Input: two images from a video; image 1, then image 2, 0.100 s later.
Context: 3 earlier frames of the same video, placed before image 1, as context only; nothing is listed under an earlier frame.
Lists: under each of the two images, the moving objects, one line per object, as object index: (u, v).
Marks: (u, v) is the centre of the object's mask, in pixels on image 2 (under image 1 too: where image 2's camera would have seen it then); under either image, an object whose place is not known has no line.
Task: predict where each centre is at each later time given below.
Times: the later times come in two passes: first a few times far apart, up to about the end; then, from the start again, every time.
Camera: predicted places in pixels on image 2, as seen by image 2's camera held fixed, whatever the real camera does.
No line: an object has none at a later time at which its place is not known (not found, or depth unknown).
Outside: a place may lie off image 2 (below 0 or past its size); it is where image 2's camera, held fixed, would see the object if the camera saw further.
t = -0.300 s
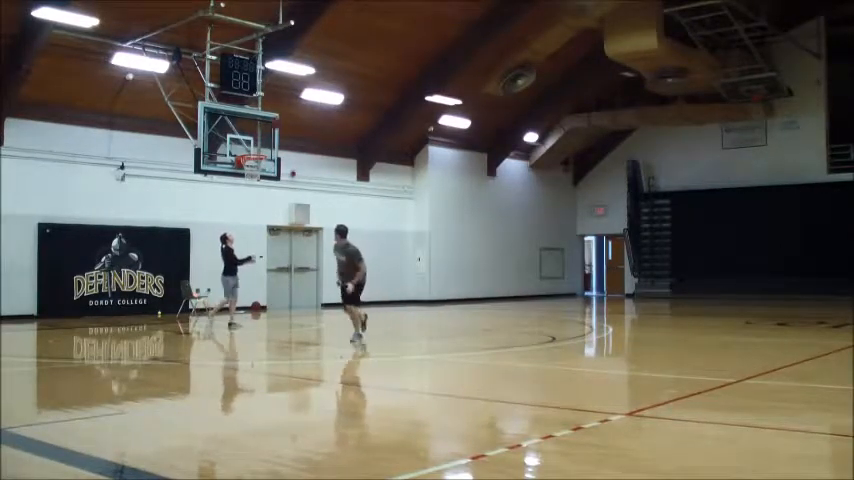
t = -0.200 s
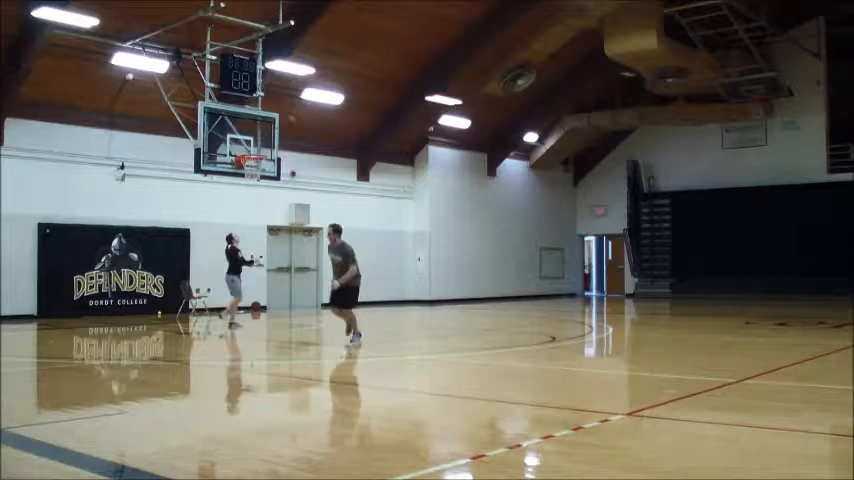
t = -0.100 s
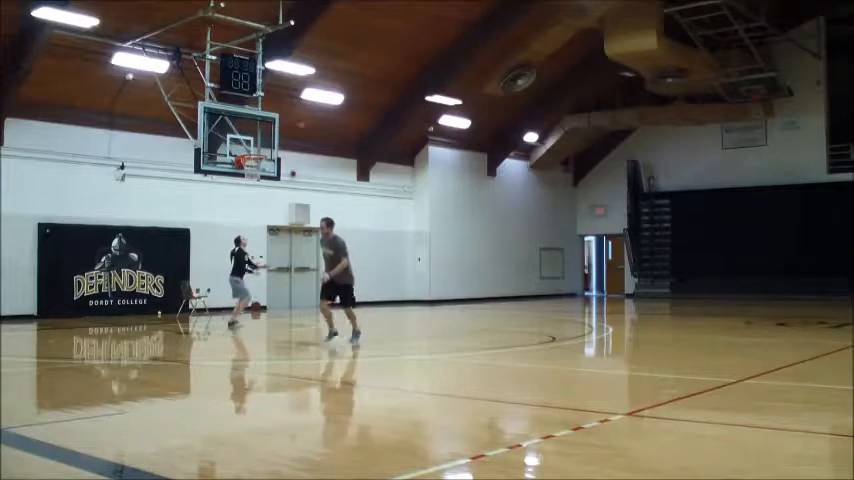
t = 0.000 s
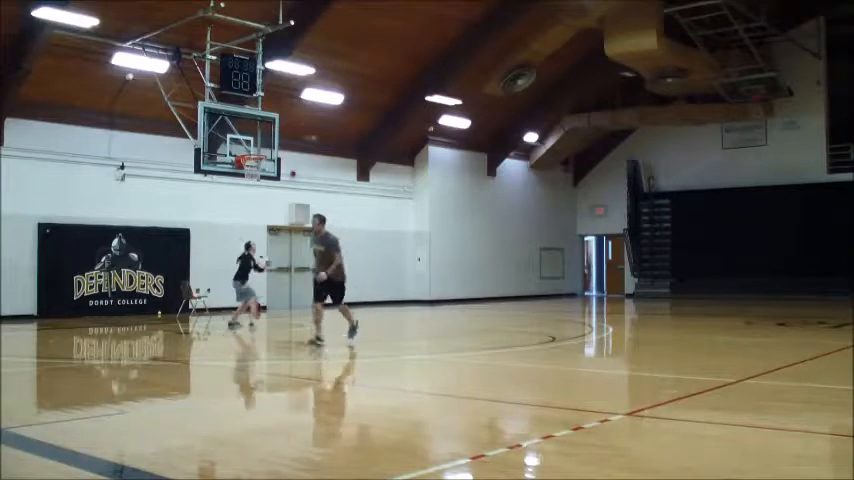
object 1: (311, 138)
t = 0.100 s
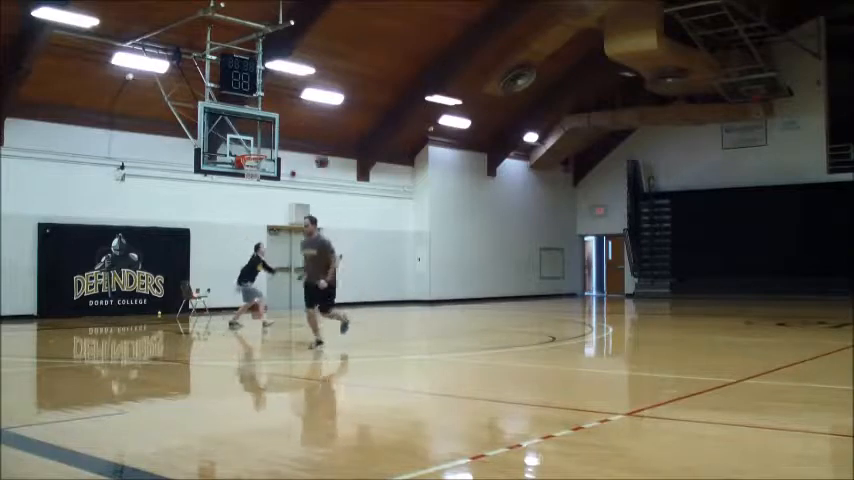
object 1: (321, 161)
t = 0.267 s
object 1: (340, 207)
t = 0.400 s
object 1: (356, 259)
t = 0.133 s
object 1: (325, 169)
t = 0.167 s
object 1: (329, 177)
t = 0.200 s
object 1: (332, 185)
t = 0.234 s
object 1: (337, 197)
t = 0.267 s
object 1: (340, 207)
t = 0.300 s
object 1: (344, 219)
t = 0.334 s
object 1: (348, 231)
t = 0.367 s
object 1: (352, 244)
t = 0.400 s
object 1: (356, 259)
